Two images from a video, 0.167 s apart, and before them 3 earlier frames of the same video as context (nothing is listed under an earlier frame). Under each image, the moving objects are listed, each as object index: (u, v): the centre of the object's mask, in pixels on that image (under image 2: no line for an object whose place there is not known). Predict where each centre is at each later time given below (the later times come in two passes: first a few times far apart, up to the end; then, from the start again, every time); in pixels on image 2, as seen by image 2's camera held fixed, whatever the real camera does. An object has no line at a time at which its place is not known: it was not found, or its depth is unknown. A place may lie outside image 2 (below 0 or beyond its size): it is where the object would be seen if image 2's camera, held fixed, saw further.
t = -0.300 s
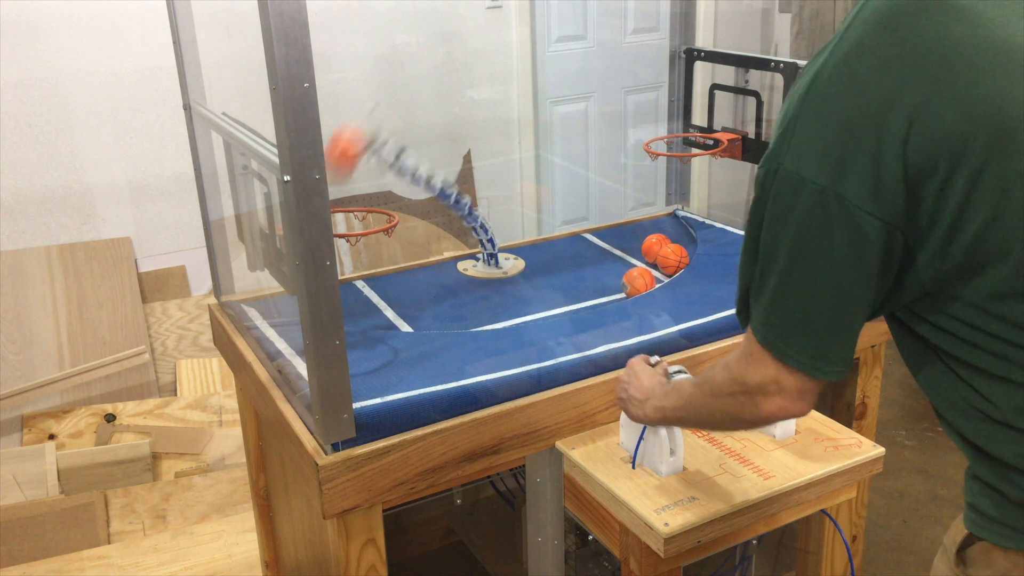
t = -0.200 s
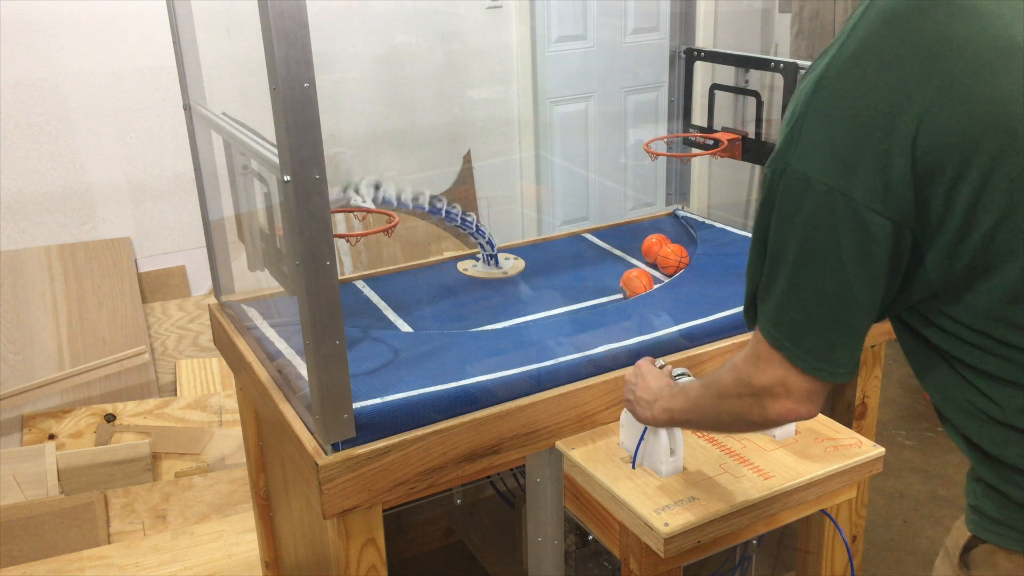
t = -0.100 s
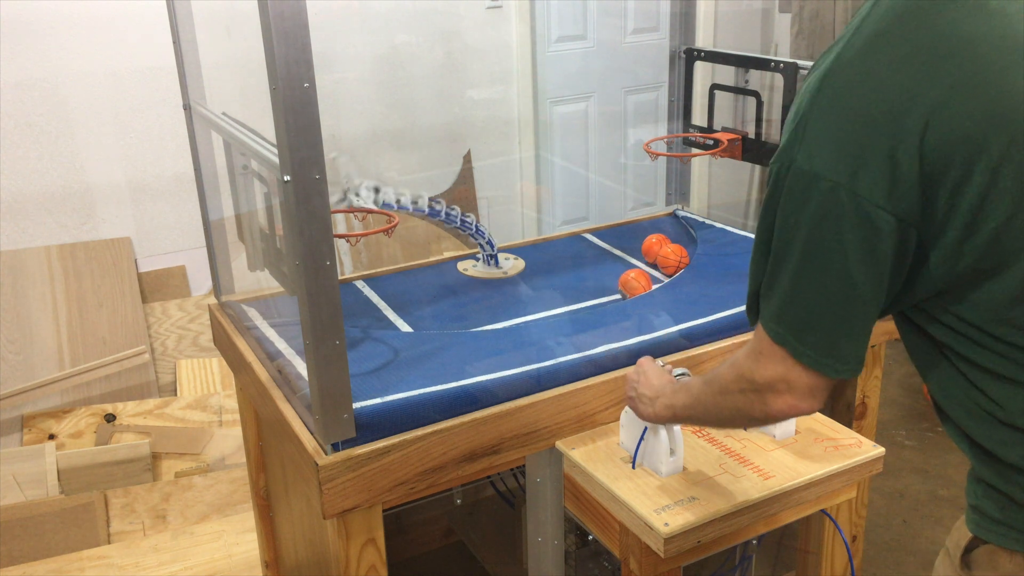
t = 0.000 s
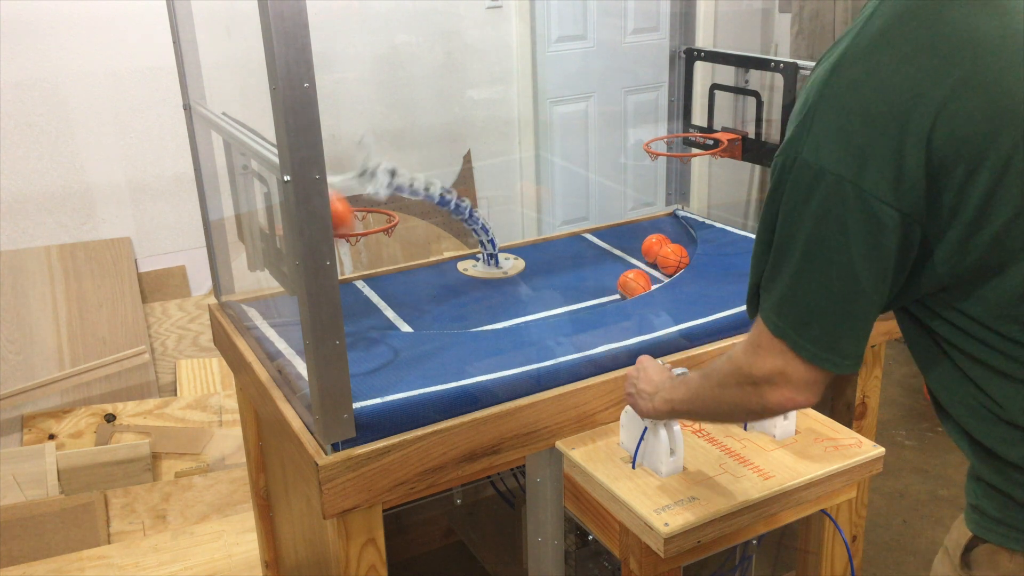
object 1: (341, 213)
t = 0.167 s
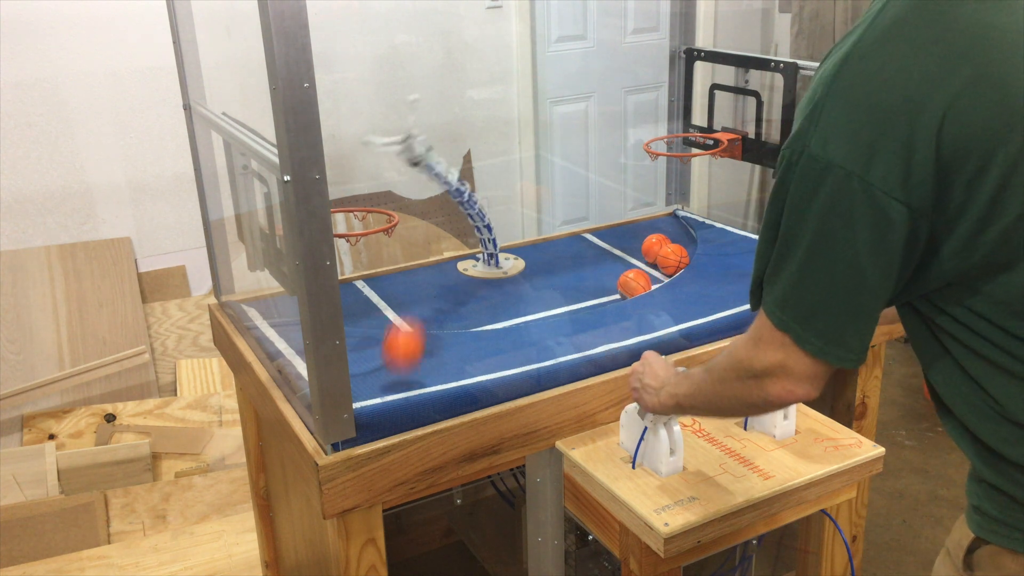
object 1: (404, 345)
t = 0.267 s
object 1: (426, 289)
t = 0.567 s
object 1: (483, 333)
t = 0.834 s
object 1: (505, 311)
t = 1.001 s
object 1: (514, 307)
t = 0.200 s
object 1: (410, 321)
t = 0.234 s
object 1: (418, 301)
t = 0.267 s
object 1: (426, 289)
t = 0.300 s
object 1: (435, 282)
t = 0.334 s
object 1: (444, 281)
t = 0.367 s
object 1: (454, 286)
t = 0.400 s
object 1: (463, 296)
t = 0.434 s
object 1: (468, 304)
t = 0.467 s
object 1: (472, 318)
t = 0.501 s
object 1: (476, 337)
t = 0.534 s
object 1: (480, 349)
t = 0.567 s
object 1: (483, 333)
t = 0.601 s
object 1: (486, 323)
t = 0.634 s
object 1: (489, 319)
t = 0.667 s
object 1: (492, 319)
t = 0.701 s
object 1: (495, 325)
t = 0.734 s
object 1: (499, 326)
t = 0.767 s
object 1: (501, 315)
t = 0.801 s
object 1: (503, 310)
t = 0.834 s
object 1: (505, 311)
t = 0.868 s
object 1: (507, 313)
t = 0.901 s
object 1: (509, 305)
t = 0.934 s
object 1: (510, 302)
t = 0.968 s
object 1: (512, 302)
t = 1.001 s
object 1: (514, 307)
